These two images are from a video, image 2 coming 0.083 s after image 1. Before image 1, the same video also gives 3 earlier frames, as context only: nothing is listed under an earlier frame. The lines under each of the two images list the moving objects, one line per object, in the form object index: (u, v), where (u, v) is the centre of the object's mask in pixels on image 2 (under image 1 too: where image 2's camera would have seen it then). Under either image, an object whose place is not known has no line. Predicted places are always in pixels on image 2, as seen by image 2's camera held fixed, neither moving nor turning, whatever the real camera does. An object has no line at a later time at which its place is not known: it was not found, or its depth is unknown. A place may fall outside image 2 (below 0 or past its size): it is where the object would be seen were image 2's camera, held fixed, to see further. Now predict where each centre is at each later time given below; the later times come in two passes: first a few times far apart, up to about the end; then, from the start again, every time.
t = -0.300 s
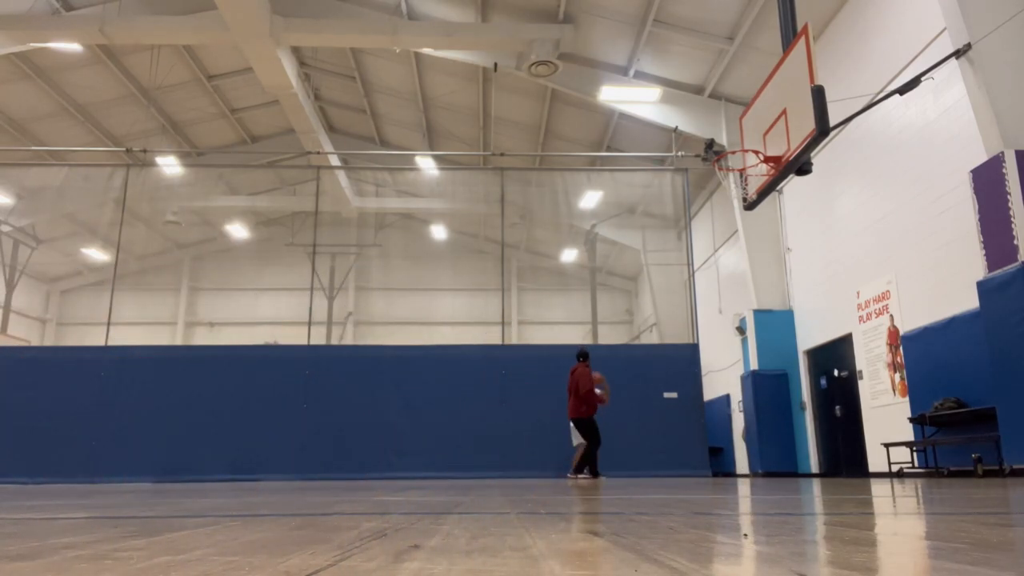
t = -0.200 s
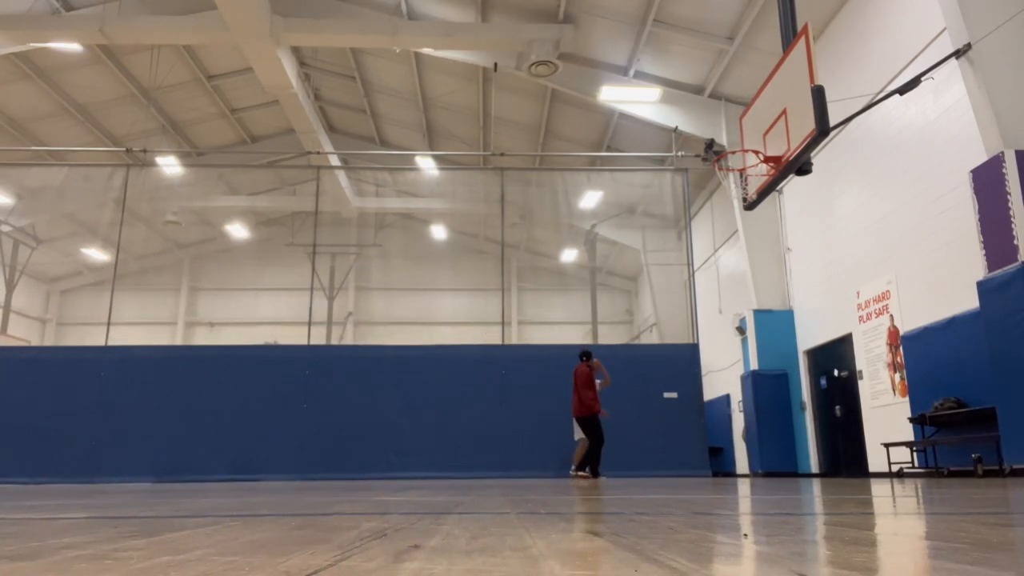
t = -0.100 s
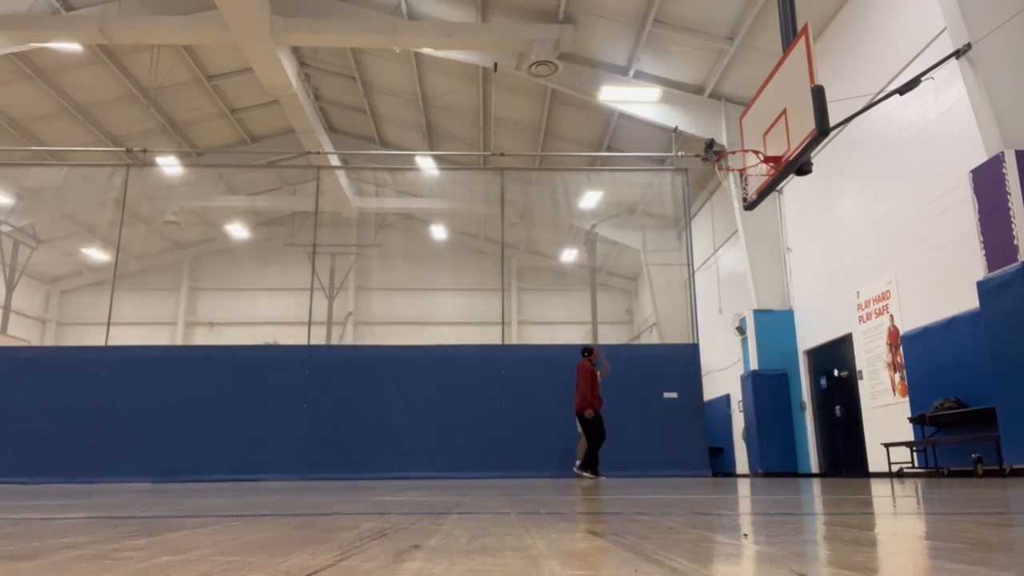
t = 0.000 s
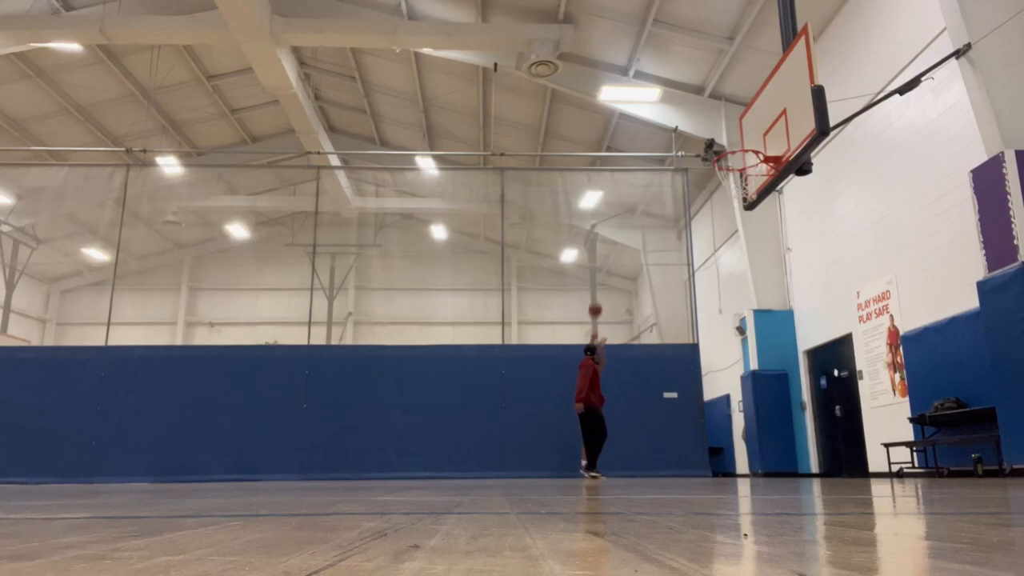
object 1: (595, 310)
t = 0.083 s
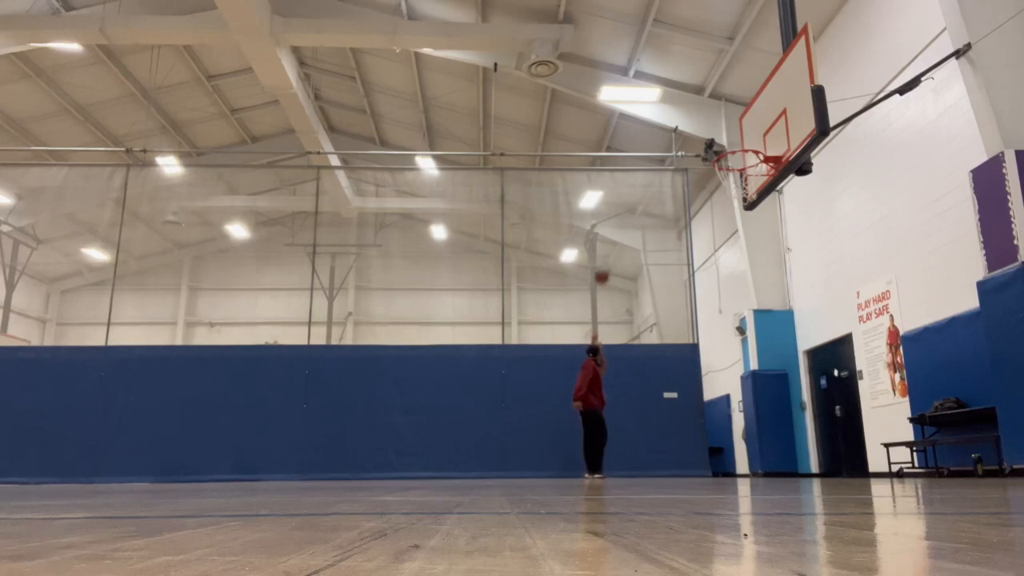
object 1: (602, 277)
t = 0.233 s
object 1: (614, 223)
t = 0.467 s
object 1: (637, 162)
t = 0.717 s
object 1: (667, 124)
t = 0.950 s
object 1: (704, 124)
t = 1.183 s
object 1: (755, 168)
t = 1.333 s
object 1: (703, 193)
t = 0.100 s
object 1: (603, 270)
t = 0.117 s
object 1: (604, 264)
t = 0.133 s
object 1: (606, 258)
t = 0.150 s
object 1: (607, 252)
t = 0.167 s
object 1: (608, 246)
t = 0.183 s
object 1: (609, 240)
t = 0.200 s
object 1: (611, 235)
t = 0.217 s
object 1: (613, 229)
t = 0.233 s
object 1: (614, 223)
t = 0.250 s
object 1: (615, 218)
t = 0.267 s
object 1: (617, 213)
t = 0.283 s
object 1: (618, 209)
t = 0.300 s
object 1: (620, 204)
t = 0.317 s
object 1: (622, 199)
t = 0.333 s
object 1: (623, 194)
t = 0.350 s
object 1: (625, 189)
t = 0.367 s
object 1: (626, 185)
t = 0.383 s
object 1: (628, 181)
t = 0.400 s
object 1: (630, 177)
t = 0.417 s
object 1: (632, 173)
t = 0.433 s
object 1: (634, 169)
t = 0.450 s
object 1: (635, 166)
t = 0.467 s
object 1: (637, 162)
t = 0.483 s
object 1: (639, 158)
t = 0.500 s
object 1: (641, 155)
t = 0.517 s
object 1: (643, 151)
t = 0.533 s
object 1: (644, 148)
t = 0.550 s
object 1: (646, 145)
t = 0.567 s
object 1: (648, 143)
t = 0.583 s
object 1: (650, 140)
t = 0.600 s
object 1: (652, 138)
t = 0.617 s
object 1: (655, 135)
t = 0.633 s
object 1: (656, 134)
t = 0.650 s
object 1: (658, 132)
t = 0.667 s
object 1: (660, 130)
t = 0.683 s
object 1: (662, 127)
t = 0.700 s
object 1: (665, 126)
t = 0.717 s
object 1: (667, 124)
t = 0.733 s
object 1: (669, 123)
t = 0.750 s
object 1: (672, 122)
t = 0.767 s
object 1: (674, 121)
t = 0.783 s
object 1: (677, 121)
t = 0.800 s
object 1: (679, 120)
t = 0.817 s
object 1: (682, 120)
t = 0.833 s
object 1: (684, 119)
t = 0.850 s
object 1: (687, 119)
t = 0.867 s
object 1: (690, 120)
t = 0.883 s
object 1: (693, 120)
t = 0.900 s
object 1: (695, 121)
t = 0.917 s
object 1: (698, 122)
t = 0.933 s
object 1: (701, 123)
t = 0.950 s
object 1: (704, 124)
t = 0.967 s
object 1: (707, 126)
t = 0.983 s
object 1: (710, 127)
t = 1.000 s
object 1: (714, 129)
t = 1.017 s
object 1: (717, 131)
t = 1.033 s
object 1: (720, 134)
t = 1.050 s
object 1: (724, 137)
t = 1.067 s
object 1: (727, 140)
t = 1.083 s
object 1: (731, 142)
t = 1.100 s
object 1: (735, 144)
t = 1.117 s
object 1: (739, 150)
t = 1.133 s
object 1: (742, 155)
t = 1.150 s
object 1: (746, 159)
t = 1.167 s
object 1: (750, 164)
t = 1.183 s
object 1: (755, 168)
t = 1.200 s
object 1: (758, 171)
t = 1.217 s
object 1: (751, 173)
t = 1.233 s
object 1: (743, 178)
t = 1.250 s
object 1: (735, 179)
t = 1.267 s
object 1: (732, 180)
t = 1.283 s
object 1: (717, 186)
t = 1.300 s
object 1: (714, 188)
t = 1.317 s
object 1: (709, 189)
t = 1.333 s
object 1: (703, 193)
